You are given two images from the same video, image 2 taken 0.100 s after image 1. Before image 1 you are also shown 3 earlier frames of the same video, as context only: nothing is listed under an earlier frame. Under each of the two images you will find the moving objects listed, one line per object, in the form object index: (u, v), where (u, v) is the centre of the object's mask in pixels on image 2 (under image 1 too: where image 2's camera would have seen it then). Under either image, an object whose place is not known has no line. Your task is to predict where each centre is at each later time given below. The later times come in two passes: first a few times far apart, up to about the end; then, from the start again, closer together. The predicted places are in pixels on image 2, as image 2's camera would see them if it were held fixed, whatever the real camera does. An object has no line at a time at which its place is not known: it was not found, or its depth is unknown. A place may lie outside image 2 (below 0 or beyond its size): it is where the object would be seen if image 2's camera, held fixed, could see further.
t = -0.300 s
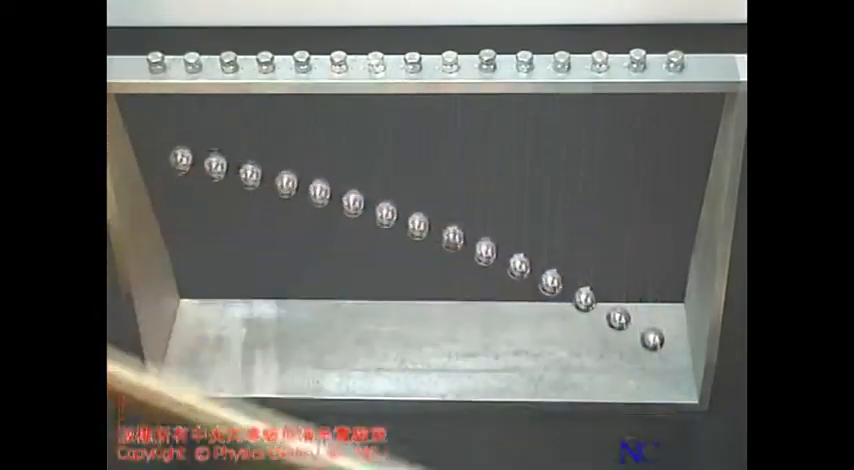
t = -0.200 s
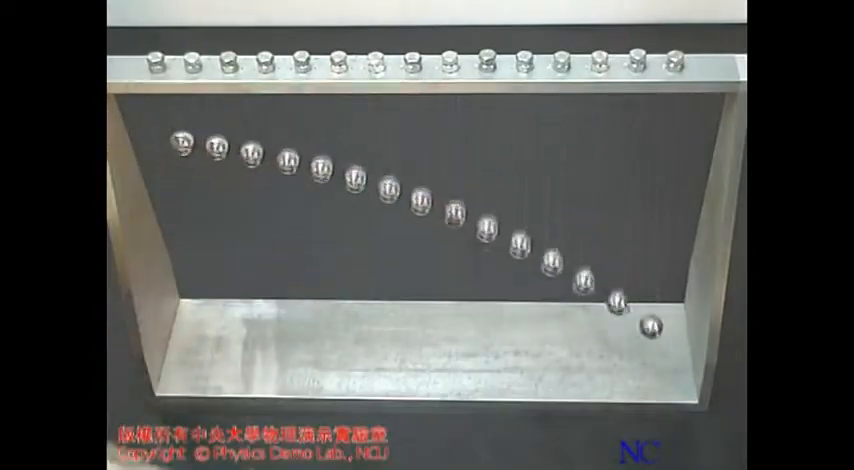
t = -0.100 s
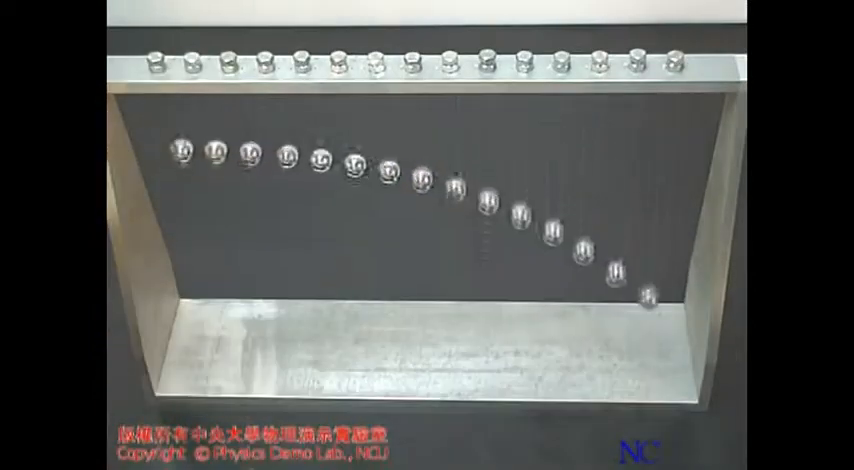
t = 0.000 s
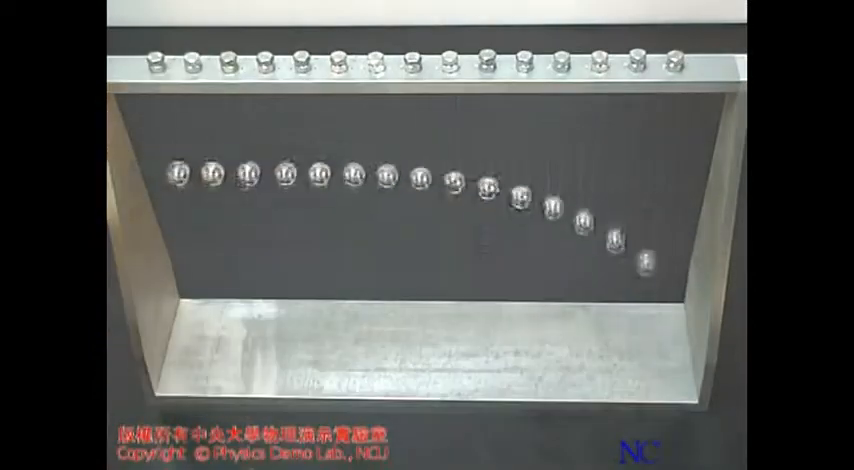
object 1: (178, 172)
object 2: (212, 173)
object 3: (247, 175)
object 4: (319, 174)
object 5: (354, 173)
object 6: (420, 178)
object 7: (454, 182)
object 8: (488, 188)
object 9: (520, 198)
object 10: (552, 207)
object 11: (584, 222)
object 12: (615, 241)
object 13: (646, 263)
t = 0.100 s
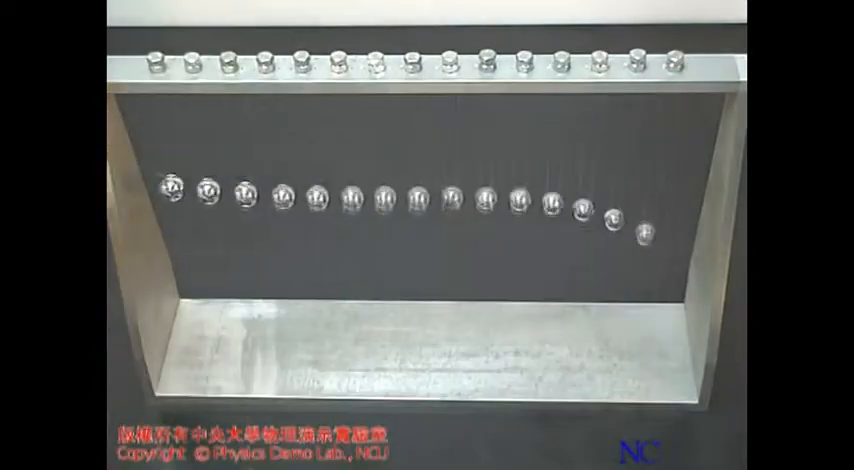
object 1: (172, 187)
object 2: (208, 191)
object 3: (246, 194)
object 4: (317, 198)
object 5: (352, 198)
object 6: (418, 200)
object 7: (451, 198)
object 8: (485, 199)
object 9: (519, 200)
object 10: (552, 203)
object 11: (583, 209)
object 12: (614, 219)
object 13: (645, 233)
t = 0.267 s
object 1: (174, 177)
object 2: (208, 187)
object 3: (244, 197)
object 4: (315, 212)
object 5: (349, 221)
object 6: (415, 234)
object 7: (450, 238)
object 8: (483, 243)
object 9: (518, 244)
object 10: (549, 243)
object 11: (582, 239)
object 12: (612, 237)
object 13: (644, 237)
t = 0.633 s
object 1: (177, 171)
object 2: (215, 167)
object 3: (252, 164)
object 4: (321, 162)
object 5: (355, 166)
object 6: (420, 190)
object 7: (455, 208)
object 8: (488, 229)
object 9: (521, 253)
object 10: (553, 277)
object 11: (586, 299)
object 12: (620, 320)
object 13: (652, 338)
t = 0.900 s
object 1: (176, 179)
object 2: (207, 191)
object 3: (241, 201)
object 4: (314, 211)
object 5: (351, 211)
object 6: (418, 203)
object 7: (451, 195)
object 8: (485, 192)
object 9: (519, 195)
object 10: (552, 207)
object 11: (583, 230)
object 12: (617, 264)
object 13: (650, 300)
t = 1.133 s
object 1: (182, 143)
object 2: (218, 147)
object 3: (253, 158)
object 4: (317, 193)
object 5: (349, 212)
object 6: (418, 239)
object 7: (454, 246)
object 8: (485, 248)
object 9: (517, 243)
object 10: (548, 232)
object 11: (580, 221)
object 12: (610, 219)
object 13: (644, 231)
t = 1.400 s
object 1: (171, 188)
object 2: (209, 189)
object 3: (246, 184)
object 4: (322, 168)
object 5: (356, 166)
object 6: (419, 194)
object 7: (453, 220)
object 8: (486, 248)
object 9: (521, 272)
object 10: (553, 287)
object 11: (584, 294)
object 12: (613, 290)
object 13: (643, 275)
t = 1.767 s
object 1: (184, 143)
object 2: (216, 150)
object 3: (249, 169)
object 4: (315, 208)
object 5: (348, 221)
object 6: (419, 223)
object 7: (452, 208)
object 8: (485, 196)
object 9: (517, 195)
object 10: (550, 214)
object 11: (584, 253)
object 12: (622, 297)
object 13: (655, 336)
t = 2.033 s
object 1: (171, 187)
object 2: (210, 186)
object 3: (250, 173)
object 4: (321, 160)
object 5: (355, 175)
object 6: (416, 231)
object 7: (454, 249)
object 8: (487, 257)
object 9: (520, 252)
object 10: (547, 232)
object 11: (579, 214)
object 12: (609, 221)
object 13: (646, 261)
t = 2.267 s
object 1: (180, 162)
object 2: (210, 184)
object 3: (242, 200)
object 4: (317, 200)
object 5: (353, 186)
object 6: (419, 179)
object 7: (451, 205)
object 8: (485, 242)
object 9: (521, 272)
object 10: (555, 285)
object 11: (583, 281)
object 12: (610, 257)
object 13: (641, 232)
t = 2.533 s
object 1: (180, 164)
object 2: (217, 150)
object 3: (253, 153)
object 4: (316, 201)
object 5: (349, 221)
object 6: (419, 219)
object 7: (454, 197)
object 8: (486, 189)
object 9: (517, 209)
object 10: (553, 253)
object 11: (587, 295)
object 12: (625, 320)
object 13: (649, 314)
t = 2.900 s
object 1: (179, 164)
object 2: (209, 189)
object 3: (242, 201)
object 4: (319, 182)
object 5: (355, 167)
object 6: (417, 213)
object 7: (451, 245)
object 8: (486, 260)
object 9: (521, 250)
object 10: (548, 223)
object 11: (579, 210)
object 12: (610, 245)
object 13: (653, 308)
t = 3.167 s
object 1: (179, 161)
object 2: (217, 148)
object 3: (251, 161)
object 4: (313, 212)
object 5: (349, 218)
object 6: (421, 182)
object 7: (453, 187)
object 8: (484, 226)
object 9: (520, 268)
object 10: (556, 285)
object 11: (583, 272)
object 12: (608, 234)
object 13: (641, 229)
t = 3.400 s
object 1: (171, 189)
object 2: (208, 191)
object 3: (249, 175)
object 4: (321, 168)
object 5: (352, 202)
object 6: (415, 233)
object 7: (454, 213)
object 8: (487, 190)
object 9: (518, 210)
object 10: (552, 263)
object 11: (588, 302)
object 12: (622, 304)
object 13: (642, 267)
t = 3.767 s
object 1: (182, 152)
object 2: (218, 149)
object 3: (248, 178)
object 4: (314, 210)
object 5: (353, 191)
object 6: (421, 192)
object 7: (451, 237)
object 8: (483, 262)
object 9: (520, 250)
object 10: (548, 215)
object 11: (579, 217)
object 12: (614, 280)
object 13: (658, 338)
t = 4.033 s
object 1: (171, 188)
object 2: (208, 187)
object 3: (251, 165)
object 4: (320, 186)
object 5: (349, 219)
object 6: (418, 201)
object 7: (455, 183)
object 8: (486, 218)
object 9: (518, 268)
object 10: (556, 282)
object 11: (582, 250)
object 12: (608, 219)
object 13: (645, 266)
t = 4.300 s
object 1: (184, 144)
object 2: (213, 174)
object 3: (242, 201)
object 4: (320, 173)
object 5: (355, 169)
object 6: (416, 239)
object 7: (451, 235)
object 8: (487, 200)
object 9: (519, 203)
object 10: (550, 263)
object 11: (588, 301)
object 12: (618, 286)
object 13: (639, 234)
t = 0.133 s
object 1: (171, 189)
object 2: (207, 193)
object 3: (244, 198)
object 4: (316, 204)
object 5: (351, 206)
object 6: (417, 208)
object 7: (451, 206)
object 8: (485, 207)
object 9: (519, 207)
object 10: (551, 208)
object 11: (582, 210)
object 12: (613, 218)
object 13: (645, 229)
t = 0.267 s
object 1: (174, 177)
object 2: (208, 187)
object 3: (244, 197)
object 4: (315, 212)
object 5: (349, 221)
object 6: (415, 234)
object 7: (450, 238)
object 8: (483, 243)
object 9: (518, 244)
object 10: (549, 243)
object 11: (582, 239)
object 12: (612, 237)
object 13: (644, 237)
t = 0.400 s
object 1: (183, 147)
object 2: (215, 157)
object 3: (249, 170)
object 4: (317, 197)
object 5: (350, 211)
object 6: (417, 238)
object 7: (452, 249)
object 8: (484, 261)
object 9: (518, 270)
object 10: (549, 276)
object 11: (582, 281)
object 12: (612, 282)
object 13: (645, 279)
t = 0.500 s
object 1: (183, 144)
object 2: (218, 147)
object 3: (252, 152)
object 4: (319, 173)
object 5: (353, 189)
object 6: (419, 223)
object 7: (454, 241)
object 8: (487, 257)
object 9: (520, 274)
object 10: (551, 287)
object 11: (584, 299)
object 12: (616, 307)
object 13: (648, 312)
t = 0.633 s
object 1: (177, 171)
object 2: (215, 167)
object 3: (252, 164)
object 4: (321, 162)
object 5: (355, 166)
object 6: (420, 190)
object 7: (455, 208)
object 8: (488, 229)
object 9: (521, 253)
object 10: (553, 277)
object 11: (586, 299)
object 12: (620, 320)
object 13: (652, 338)
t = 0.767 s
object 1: (171, 188)
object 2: (206, 192)
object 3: (245, 193)
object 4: (320, 186)
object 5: (355, 181)
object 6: (419, 176)
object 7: (452, 182)
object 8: (487, 195)
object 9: (521, 216)
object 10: (553, 242)
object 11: (585, 273)
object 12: (621, 303)
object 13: (653, 334)
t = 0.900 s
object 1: (176, 179)
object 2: (207, 191)
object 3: (241, 201)
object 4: (314, 211)
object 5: (351, 211)
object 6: (418, 203)
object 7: (451, 195)
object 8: (485, 192)
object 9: (519, 195)
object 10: (552, 207)
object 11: (583, 230)
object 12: (617, 264)
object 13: (650, 300)
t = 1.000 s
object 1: (181, 156)
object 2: (214, 172)
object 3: (246, 189)
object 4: (313, 213)
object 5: (348, 221)
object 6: (417, 227)
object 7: (451, 221)
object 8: (484, 214)
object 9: (517, 205)
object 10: (550, 203)
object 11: (582, 211)
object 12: (614, 232)
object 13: (647, 266)
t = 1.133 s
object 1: (182, 143)
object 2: (218, 147)
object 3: (253, 158)
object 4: (317, 193)
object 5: (349, 212)
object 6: (418, 239)
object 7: (454, 246)
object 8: (485, 248)
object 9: (517, 243)
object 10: (548, 232)
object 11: (580, 221)
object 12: (610, 219)
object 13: (644, 231)
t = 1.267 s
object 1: (179, 168)
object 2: (215, 161)
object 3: (251, 156)
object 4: (322, 164)
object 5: (355, 182)
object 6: (418, 227)
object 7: (454, 246)
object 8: (487, 261)
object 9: (520, 270)
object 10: (550, 269)
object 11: (581, 261)
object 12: (609, 247)
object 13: (642, 234)
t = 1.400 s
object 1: (171, 188)
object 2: (209, 189)
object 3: (246, 184)
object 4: (322, 168)
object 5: (356, 166)
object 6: (419, 194)
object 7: (453, 220)
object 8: (486, 248)
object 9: (521, 272)
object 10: (553, 287)
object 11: (584, 294)
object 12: (613, 290)
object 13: (643, 275)
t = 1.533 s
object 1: (173, 182)
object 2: (207, 193)
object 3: (243, 201)
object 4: (317, 196)
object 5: (353, 188)
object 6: (419, 176)
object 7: (450, 188)
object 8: (485, 213)
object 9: (520, 246)
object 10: (555, 278)
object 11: (587, 302)
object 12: (621, 318)
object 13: (649, 320)
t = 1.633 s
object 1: (180, 159)
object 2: (211, 179)
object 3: (245, 196)
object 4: (313, 211)
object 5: (350, 210)
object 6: (419, 189)
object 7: (451, 182)
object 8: (484, 191)
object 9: (519, 217)
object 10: (554, 253)
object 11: (587, 291)
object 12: (624, 320)
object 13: (653, 337)
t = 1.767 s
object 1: (184, 143)
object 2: (216, 150)
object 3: (249, 169)
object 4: (315, 208)
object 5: (348, 221)
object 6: (419, 223)
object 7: (452, 208)
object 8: (485, 196)
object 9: (517, 195)
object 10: (550, 214)
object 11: (584, 253)
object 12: (622, 297)
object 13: (655, 336)
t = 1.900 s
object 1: (179, 165)
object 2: (217, 155)
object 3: (251, 151)
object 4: (321, 181)
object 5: (352, 207)
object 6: (417, 239)
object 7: (454, 240)
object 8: (487, 232)
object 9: (517, 214)
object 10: (548, 203)
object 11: (581, 216)
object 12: (615, 253)
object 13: (652, 305)
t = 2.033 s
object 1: (171, 187)
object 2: (210, 186)
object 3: (250, 173)
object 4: (321, 160)
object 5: (355, 175)
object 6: (416, 231)
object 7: (454, 249)
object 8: (487, 257)
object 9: (520, 252)
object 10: (547, 232)
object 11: (579, 214)
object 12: (609, 221)
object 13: (646, 261)
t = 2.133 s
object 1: (173, 187)
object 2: (205, 195)
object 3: (245, 194)
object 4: (320, 170)
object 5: (355, 166)
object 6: (417, 207)
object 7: (452, 238)
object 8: (486, 261)
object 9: (521, 270)
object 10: (550, 262)
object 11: (580, 240)
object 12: (607, 221)
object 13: (643, 233)
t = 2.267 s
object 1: (180, 162)
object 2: (210, 184)
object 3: (242, 200)
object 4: (317, 200)
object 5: (353, 186)
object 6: (419, 179)
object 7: (451, 205)
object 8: (485, 242)
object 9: (521, 272)
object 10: (555, 285)
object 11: (583, 281)
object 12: (610, 257)
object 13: (641, 232)
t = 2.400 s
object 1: (182, 143)
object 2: (217, 155)
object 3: (248, 180)
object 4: (315, 213)
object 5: (351, 214)
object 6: (420, 186)
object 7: (452, 183)
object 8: (484, 205)
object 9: (519, 247)
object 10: (556, 283)
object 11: (588, 301)
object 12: (618, 298)
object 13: (643, 272)
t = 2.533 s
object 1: (180, 164)
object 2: (217, 150)
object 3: (253, 153)
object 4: (316, 201)
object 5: (349, 221)
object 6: (419, 219)
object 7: (454, 197)
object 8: (486, 189)
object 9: (517, 209)
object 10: (553, 253)
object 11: (587, 295)
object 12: (625, 320)
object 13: (649, 314)
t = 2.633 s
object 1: (174, 184)
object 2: (213, 172)
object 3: (252, 156)
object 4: (319, 178)
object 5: (351, 208)
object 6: (417, 236)
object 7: (455, 225)
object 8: (487, 202)
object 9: (517, 195)
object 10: (549, 223)
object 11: (585, 273)
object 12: (624, 318)
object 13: (654, 336)
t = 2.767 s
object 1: (171, 188)
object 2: (206, 193)
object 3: (246, 187)
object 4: (321, 161)
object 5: (354, 177)
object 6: (415, 237)
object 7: (453, 247)
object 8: (487, 239)
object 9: (518, 214)
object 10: (547, 202)
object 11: (581, 232)
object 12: (618, 289)
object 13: (656, 337)
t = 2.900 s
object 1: (179, 164)
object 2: (209, 189)
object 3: (242, 201)
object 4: (319, 182)
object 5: (355, 167)
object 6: (417, 213)
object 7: (451, 245)
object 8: (486, 260)
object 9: (521, 250)
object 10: (548, 223)
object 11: (579, 210)
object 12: (610, 245)
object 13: (653, 308)
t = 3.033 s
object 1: (184, 143)
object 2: (215, 160)
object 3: (247, 190)
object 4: (315, 209)
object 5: (354, 192)
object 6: (421, 181)
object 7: (451, 218)
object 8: (484, 256)
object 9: (521, 273)
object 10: (552, 262)
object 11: (580, 230)
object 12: (607, 219)
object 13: (645, 263)
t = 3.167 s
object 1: (179, 161)
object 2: (217, 148)
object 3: (251, 161)
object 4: (313, 212)
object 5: (349, 218)
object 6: (421, 182)
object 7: (453, 187)
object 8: (484, 226)
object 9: (520, 268)
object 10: (556, 285)
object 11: (583, 272)
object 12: (608, 234)
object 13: (641, 229)
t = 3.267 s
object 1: (173, 182)
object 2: (215, 165)
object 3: (251, 152)
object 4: (316, 197)
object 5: (348, 221)
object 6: (419, 205)
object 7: (454, 184)
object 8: (486, 200)
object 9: (518, 248)
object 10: (556, 286)
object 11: (586, 293)
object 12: (613, 267)
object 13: (640, 230)
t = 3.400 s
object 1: (171, 189)
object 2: (208, 191)
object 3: (249, 175)
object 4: (321, 168)
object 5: (352, 202)
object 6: (415, 233)
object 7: (454, 213)
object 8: (487, 190)
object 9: (518, 210)
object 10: (552, 263)
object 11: (588, 302)
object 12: (622, 304)
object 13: (642, 267)
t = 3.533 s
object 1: (179, 167)
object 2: (206, 192)
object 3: (244, 199)
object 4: (322, 165)
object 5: (356, 172)
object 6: (415, 238)
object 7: (452, 240)
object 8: (487, 219)
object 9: (519, 196)
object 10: (548, 224)
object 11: (585, 284)
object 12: (625, 320)
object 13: (649, 312)
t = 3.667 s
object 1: (183, 143)
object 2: (214, 166)
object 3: (243, 197)
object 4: (317, 194)
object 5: (355, 171)
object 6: (418, 217)
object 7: (450, 249)
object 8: (485, 252)
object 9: (520, 222)
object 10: (547, 203)
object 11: (581, 243)
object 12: (620, 306)
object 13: (656, 338)
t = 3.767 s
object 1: (182, 152)
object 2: (218, 149)
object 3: (248, 178)
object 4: (314, 210)
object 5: (353, 191)
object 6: (421, 192)
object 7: (451, 237)
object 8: (483, 262)
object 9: (520, 250)
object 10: (548, 215)
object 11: (579, 217)
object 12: (614, 280)
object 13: (658, 338)
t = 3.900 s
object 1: (175, 180)
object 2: (216, 158)
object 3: (253, 152)
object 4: (315, 211)
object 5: (348, 218)
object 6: (421, 177)
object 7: (453, 203)
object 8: (484, 252)
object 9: (520, 272)
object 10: (552, 252)
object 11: (579, 215)
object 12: (608, 236)
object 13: (653, 311)
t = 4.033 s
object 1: (171, 188)
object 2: (208, 187)
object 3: (251, 165)
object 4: (320, 186)
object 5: (349, 219)
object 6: (418, 201)
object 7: (455, 183)
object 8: (486, 218)
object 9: (518, 268)
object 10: (556, 282)
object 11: (582, 250)
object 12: (608, 219)
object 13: (645, 266)
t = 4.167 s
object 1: (178, 170)
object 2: (207, 194)
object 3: (244, 193)
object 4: (321, 162)
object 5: (353, 196)
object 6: (415, 230)
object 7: (453, 202)
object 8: (488, 191)
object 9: (518, 239)
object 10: (555, 286)
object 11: (586, 287)
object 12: (612, 241)
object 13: (640, 231)
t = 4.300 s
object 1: (184, 144)
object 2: (213, 174)
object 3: (242, 201)
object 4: (320, 173)
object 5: (355, 169)
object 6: (416, 239)
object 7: (451, 235)
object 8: (487, 200)
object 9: (519, 203)
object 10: (550, 263)
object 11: (588, 301)
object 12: (618, 286)
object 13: (639, 234)
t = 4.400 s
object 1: (183, 149)
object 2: (216, 152)
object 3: (247, 188)
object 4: (317, 197)
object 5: (354, 170)
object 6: (418, 228)
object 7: (450, 248)
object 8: (485, 227)
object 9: (520, 196)
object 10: (548, 233)
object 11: (586, 296)
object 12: (623, 310)
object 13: (642, 261)
